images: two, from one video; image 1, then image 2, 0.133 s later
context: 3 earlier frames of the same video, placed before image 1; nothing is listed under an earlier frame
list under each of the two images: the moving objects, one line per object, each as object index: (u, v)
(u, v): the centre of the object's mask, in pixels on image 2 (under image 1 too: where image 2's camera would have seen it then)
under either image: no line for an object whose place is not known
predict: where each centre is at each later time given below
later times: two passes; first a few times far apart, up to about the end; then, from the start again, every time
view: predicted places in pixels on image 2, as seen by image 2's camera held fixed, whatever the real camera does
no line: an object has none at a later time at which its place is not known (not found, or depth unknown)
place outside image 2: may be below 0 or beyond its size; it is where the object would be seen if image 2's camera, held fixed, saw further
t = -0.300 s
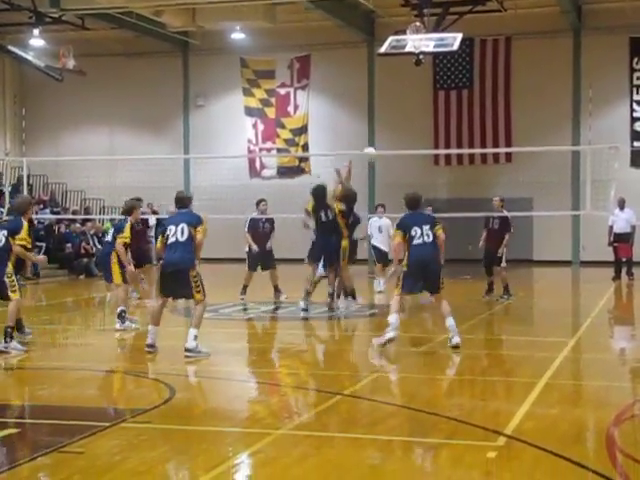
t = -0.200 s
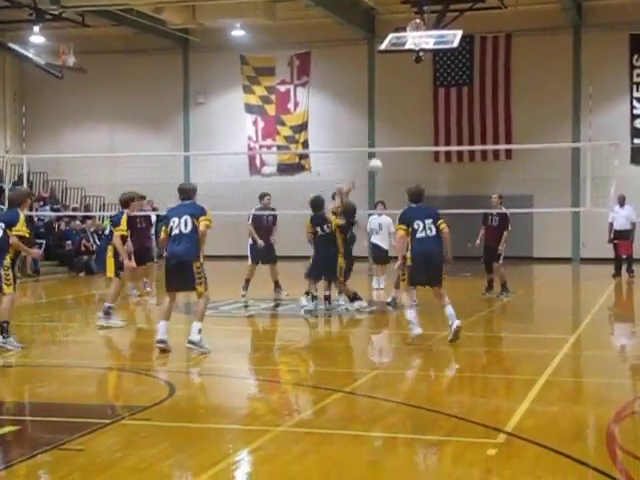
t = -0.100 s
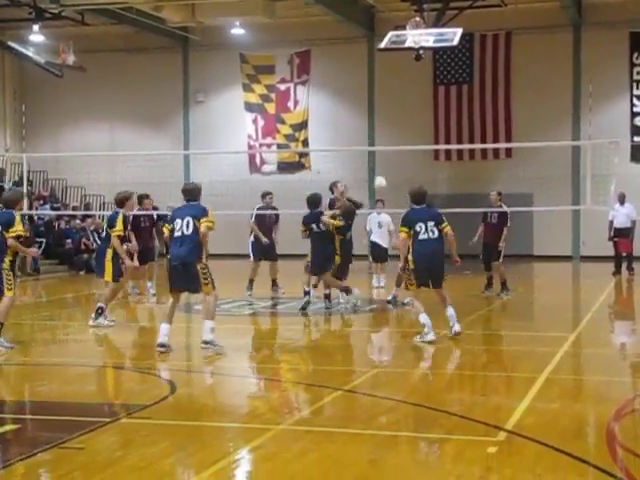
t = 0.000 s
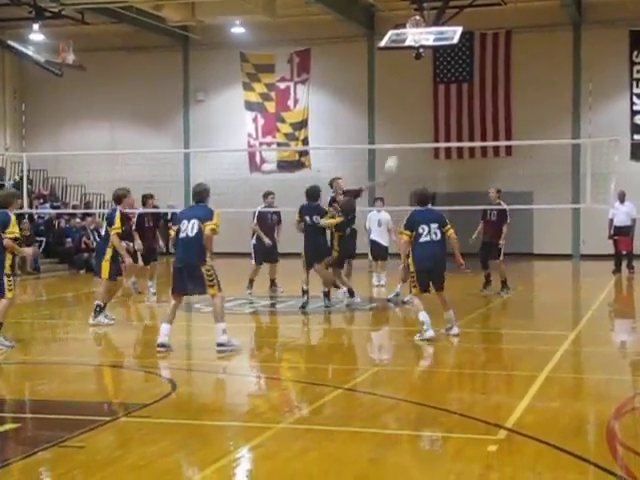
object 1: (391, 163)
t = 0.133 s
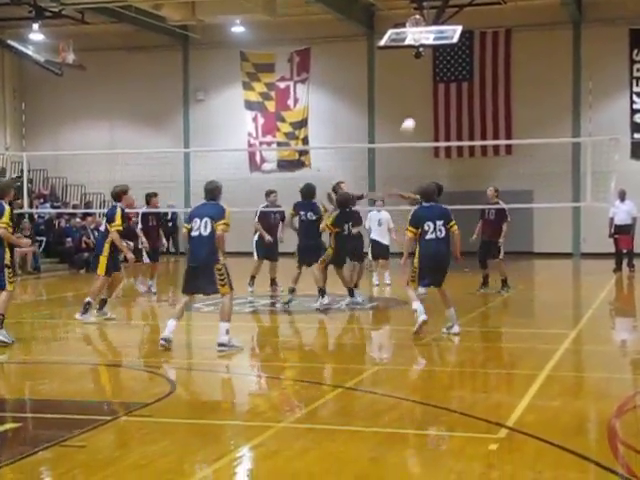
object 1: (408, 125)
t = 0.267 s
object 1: (424, 101)
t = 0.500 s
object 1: (449, 89)
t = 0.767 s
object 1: (476, 111)
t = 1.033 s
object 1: (499, 166)
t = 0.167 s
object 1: (412, 117)
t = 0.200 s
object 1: (416, 111)
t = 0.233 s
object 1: (420, 106)
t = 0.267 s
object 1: (424, 101)
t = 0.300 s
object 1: (428, 97)
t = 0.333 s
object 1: (432, 95)
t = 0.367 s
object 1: (435, 93)
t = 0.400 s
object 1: (439, 91)
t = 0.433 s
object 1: (443, 89)
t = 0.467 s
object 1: (446, 89)
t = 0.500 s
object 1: (449, 89)
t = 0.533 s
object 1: (454, 89)
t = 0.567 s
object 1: (457, 91)
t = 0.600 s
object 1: (460, 93)
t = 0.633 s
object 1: (463, 96)
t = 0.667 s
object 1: (467, 99)
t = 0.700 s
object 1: (470, 102)
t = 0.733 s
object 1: (473, 107)
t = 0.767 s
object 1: (476, 111)
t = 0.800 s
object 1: (479, 116)
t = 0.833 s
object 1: (482, 122)
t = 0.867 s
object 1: (485, 129)
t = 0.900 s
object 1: (488, 134)
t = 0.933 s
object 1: (491, 143)
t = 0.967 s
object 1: (493, 150)
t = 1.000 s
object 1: (497, 158)
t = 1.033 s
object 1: (499, 166)
